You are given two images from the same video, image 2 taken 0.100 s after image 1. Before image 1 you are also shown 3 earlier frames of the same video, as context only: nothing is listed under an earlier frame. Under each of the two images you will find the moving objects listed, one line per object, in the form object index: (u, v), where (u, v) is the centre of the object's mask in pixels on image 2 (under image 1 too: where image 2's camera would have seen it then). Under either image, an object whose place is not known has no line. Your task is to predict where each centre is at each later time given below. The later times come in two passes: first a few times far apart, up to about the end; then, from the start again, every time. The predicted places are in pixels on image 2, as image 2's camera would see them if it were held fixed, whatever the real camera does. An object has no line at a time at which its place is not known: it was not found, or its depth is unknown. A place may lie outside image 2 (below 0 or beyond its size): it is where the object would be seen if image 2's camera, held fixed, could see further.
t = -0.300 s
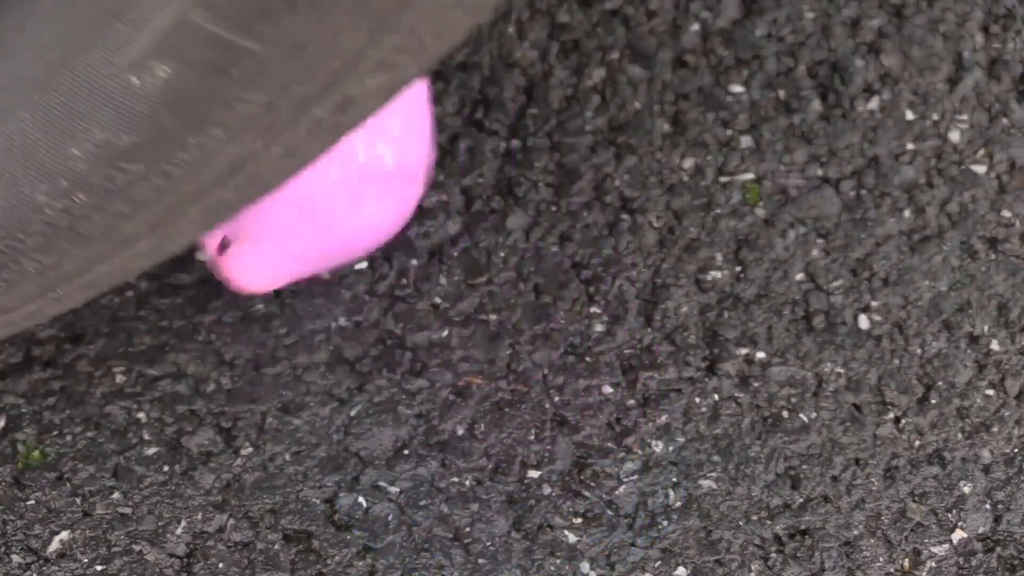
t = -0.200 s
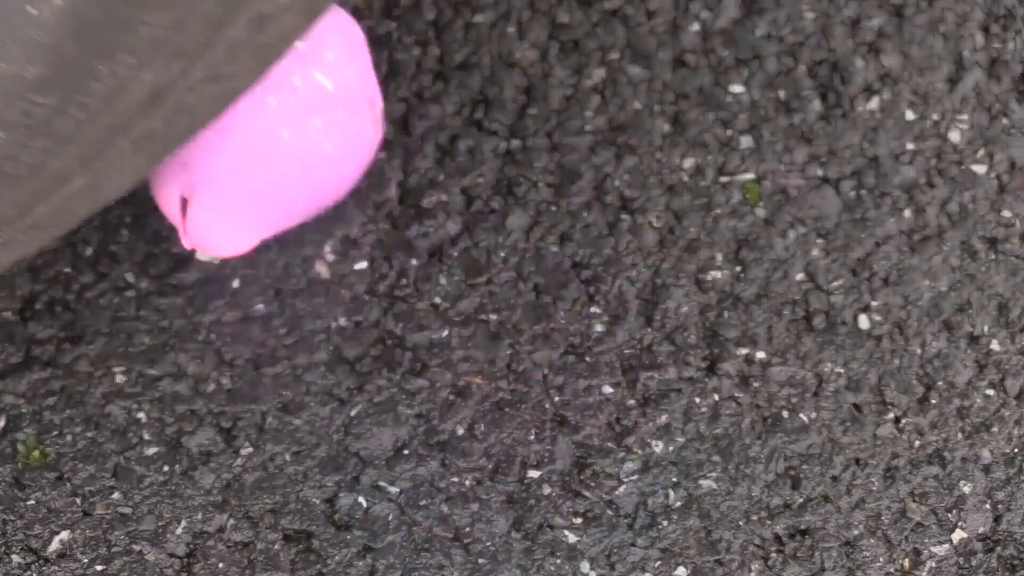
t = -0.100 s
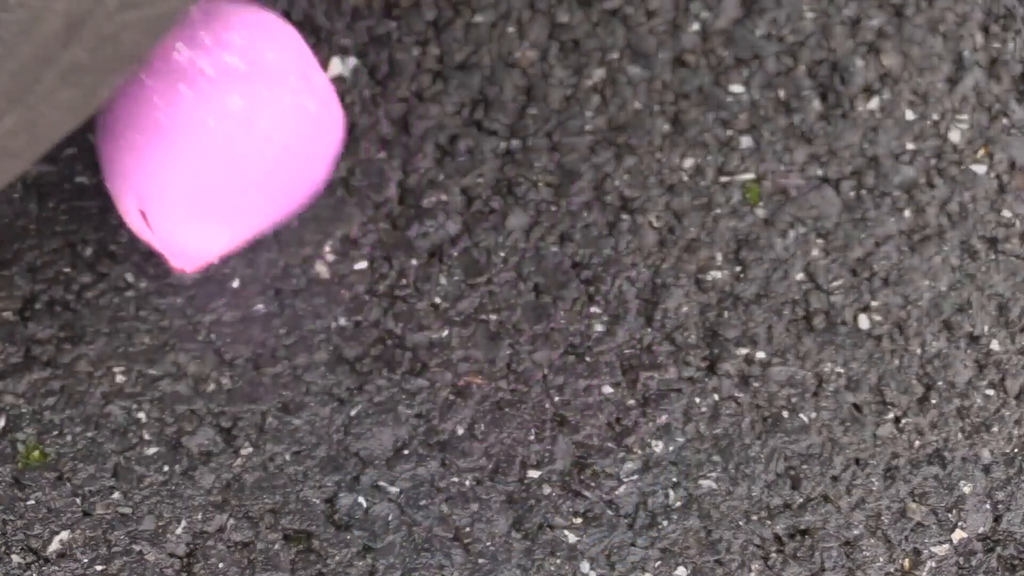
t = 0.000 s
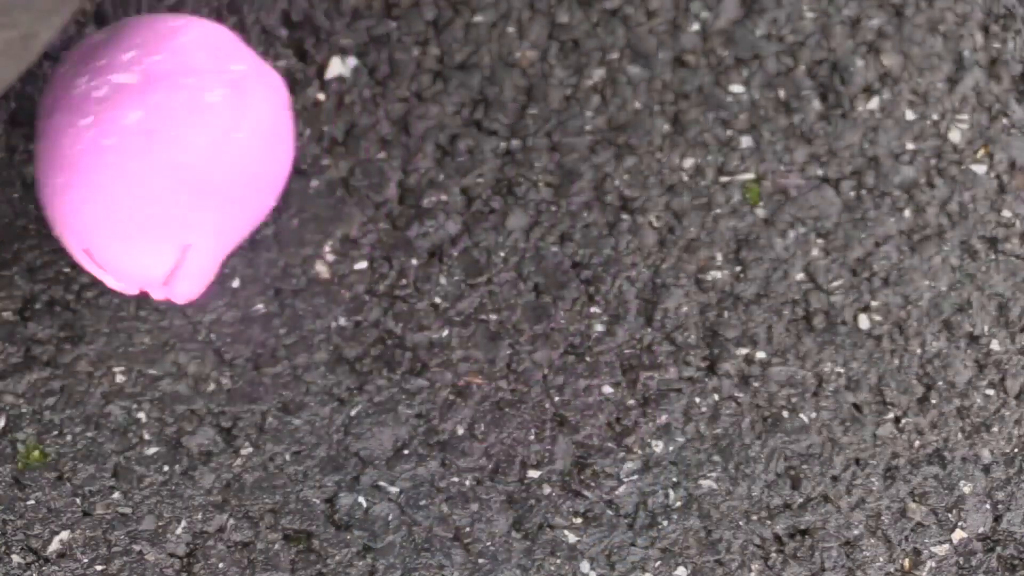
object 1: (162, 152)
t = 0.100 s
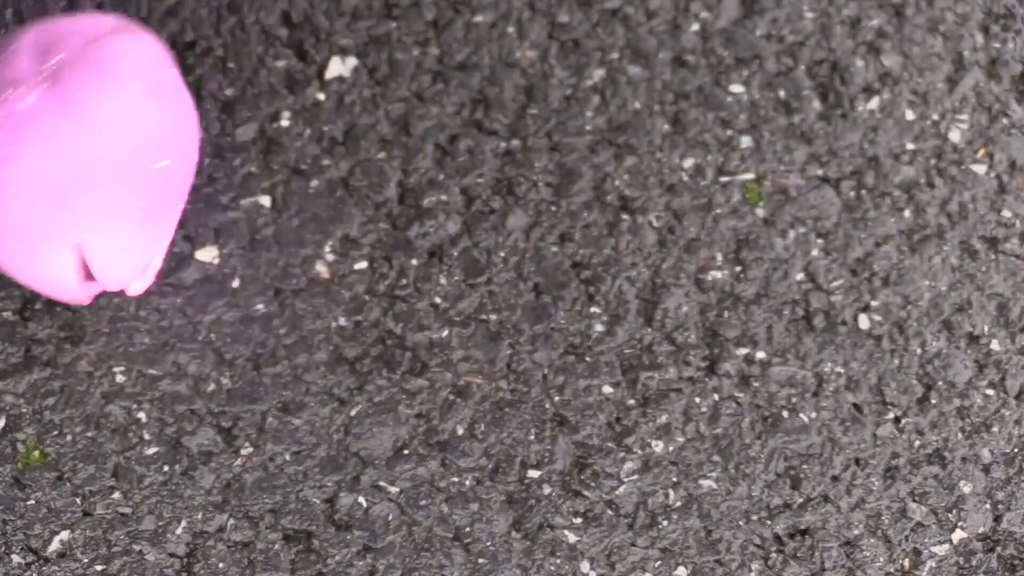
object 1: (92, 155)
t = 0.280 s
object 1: (58, 119)
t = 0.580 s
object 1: (156, 145)
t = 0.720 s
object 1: (130, 150)
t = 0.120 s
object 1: (84, 151)
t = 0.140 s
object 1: (76, 129)
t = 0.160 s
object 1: (70, 121)
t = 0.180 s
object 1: (65, 121)
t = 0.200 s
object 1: (61, 127)
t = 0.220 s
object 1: (59, 126)
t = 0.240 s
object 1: (57, 116)
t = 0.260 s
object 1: (57, 114)
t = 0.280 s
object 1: (58, 119)
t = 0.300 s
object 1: (61, 130)
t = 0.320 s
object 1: (63, 132)
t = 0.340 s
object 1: (67, 128)
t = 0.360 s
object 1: (73, 129)
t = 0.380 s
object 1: (79, 139)
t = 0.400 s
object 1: (87, 151)
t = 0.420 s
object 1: (94, 147)
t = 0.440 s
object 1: (101, 139)
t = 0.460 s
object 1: (112, 141)
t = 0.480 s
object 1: (123, 147)
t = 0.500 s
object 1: (133, 146)
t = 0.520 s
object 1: (139, 138)
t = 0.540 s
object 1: (146, 135)
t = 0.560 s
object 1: (152, 140)
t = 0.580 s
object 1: (156, 145)
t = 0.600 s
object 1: (157, 145)
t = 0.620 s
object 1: (155, 141)
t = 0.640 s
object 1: (153, 142)
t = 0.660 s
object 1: (150, 149)
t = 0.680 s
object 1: (146, 153)
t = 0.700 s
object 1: (139, 151)
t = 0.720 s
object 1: (130, 150)
